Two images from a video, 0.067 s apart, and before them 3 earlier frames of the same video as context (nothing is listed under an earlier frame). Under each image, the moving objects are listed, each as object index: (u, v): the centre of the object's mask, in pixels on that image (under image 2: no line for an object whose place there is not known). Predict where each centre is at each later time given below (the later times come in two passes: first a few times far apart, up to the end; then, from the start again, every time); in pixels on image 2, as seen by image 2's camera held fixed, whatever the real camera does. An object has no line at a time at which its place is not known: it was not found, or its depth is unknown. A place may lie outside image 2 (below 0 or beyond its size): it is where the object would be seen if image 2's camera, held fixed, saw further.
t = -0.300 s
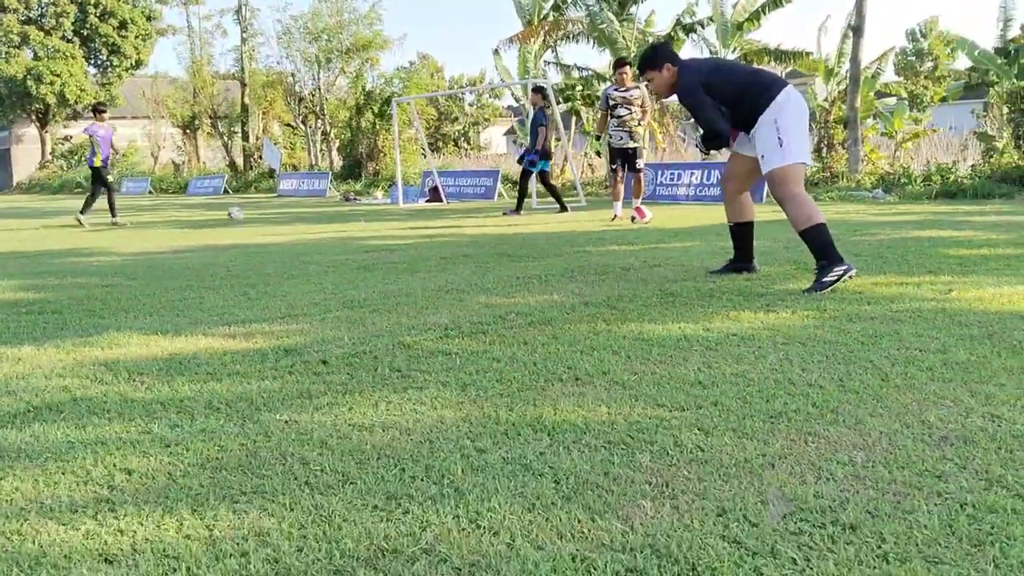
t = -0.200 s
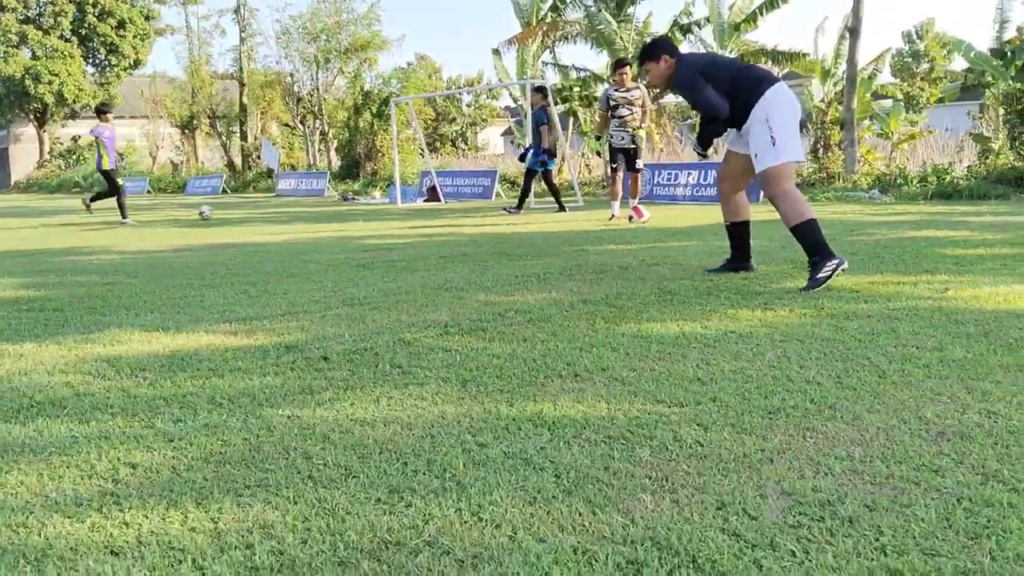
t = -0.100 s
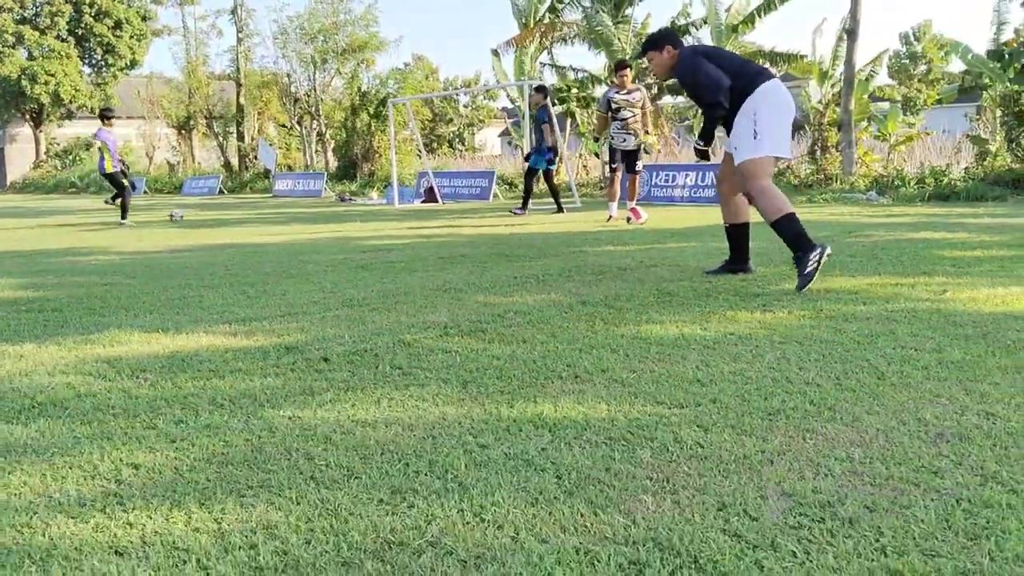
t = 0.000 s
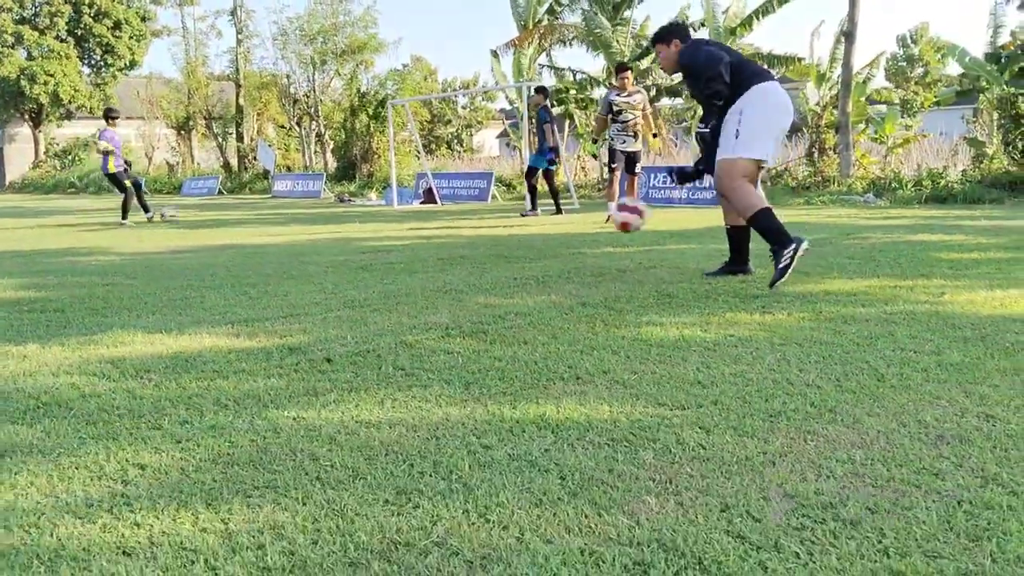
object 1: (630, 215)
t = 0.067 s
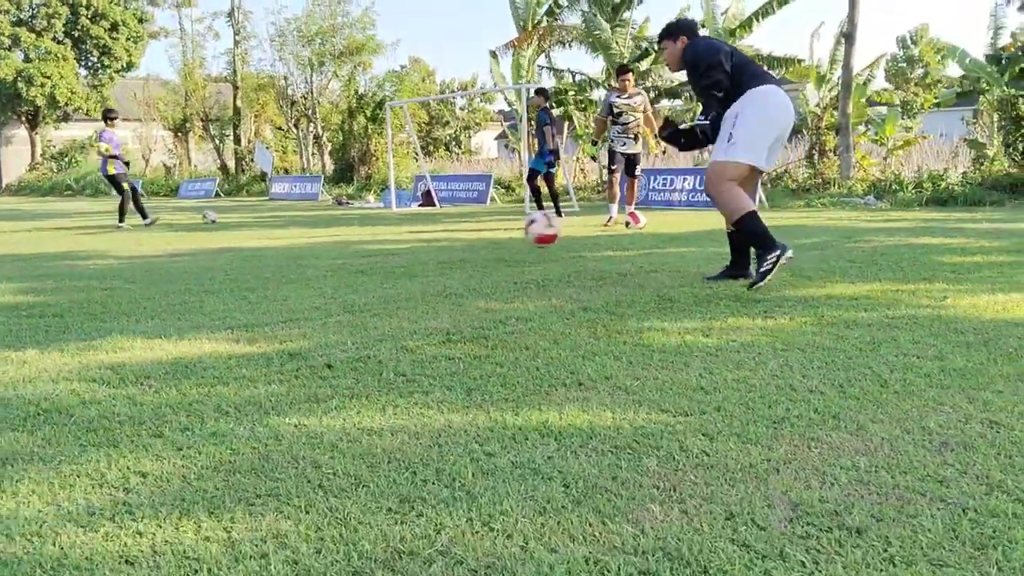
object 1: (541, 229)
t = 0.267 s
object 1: (284, 270)
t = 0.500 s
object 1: (45, 274)
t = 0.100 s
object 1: (497, 236)
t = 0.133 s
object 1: (452, 248)
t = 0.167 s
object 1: (405, 260)
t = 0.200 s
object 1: (357, 275)
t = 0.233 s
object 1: (318, 278)
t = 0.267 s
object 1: (284, 270)
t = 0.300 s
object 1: (250, 264)
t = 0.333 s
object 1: (215, 261)
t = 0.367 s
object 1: (183, 260)
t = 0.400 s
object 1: (147, 260)
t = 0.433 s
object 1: (111, 262)
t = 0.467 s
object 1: (78, 267)
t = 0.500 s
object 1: (45, 274)
